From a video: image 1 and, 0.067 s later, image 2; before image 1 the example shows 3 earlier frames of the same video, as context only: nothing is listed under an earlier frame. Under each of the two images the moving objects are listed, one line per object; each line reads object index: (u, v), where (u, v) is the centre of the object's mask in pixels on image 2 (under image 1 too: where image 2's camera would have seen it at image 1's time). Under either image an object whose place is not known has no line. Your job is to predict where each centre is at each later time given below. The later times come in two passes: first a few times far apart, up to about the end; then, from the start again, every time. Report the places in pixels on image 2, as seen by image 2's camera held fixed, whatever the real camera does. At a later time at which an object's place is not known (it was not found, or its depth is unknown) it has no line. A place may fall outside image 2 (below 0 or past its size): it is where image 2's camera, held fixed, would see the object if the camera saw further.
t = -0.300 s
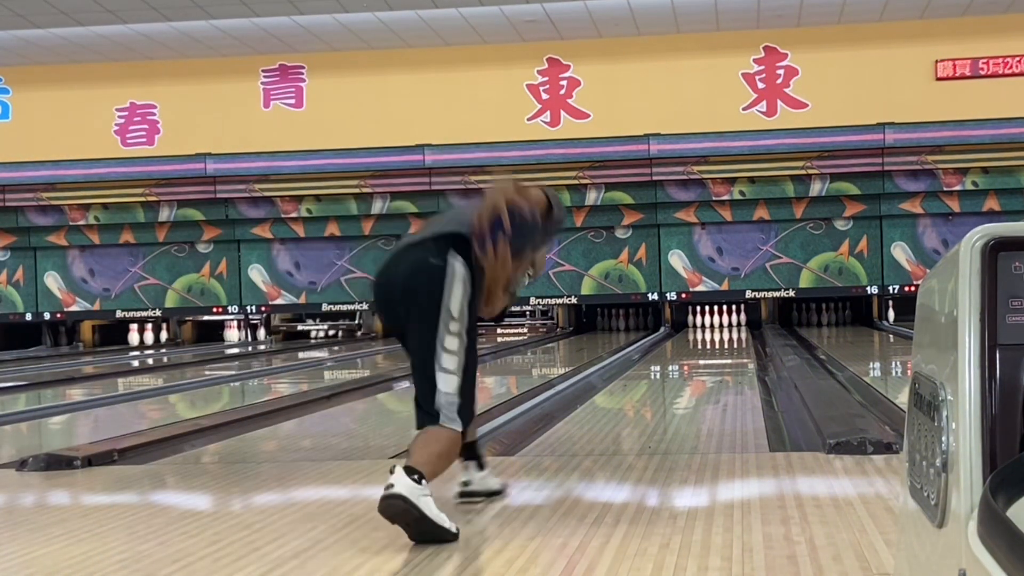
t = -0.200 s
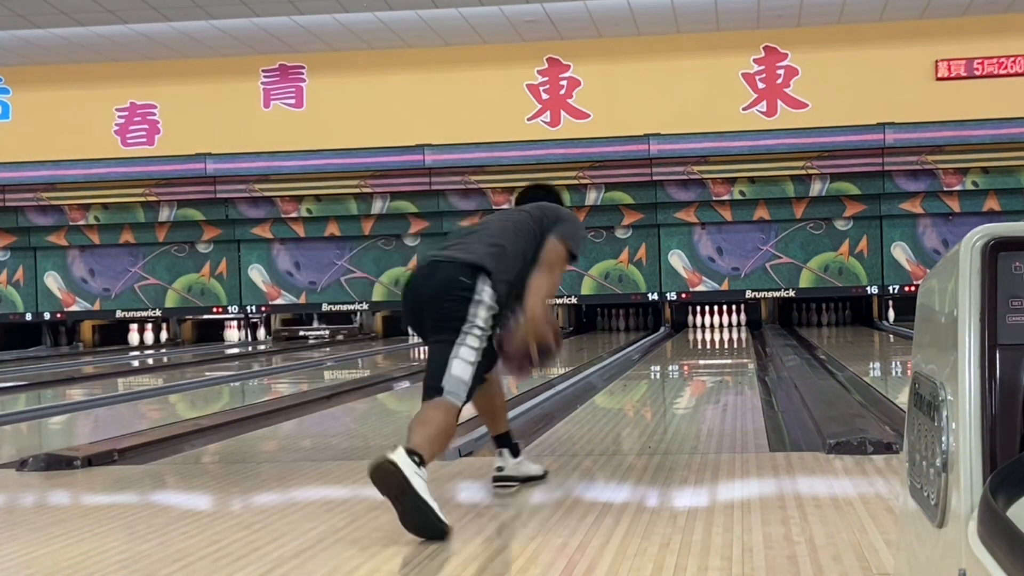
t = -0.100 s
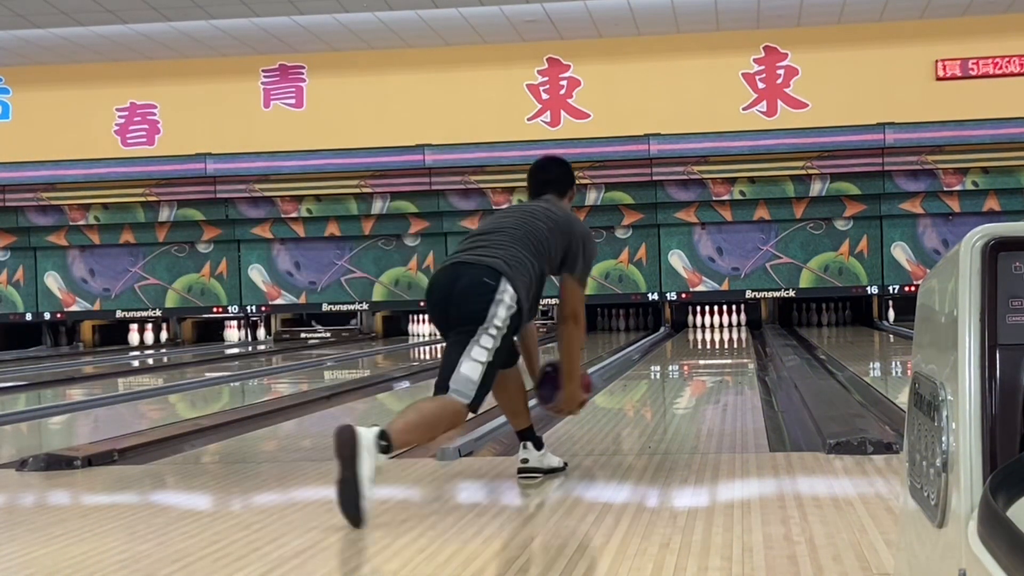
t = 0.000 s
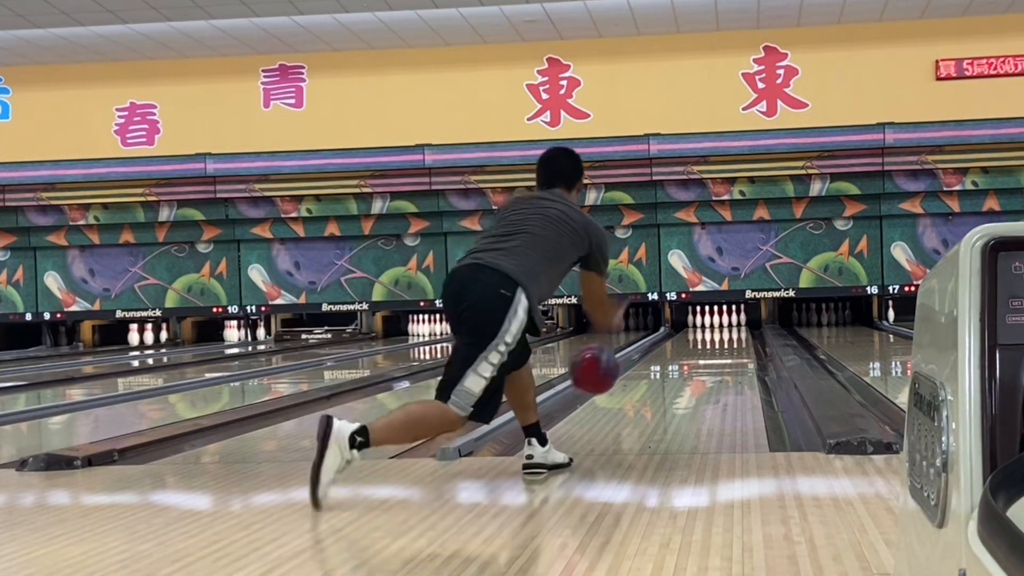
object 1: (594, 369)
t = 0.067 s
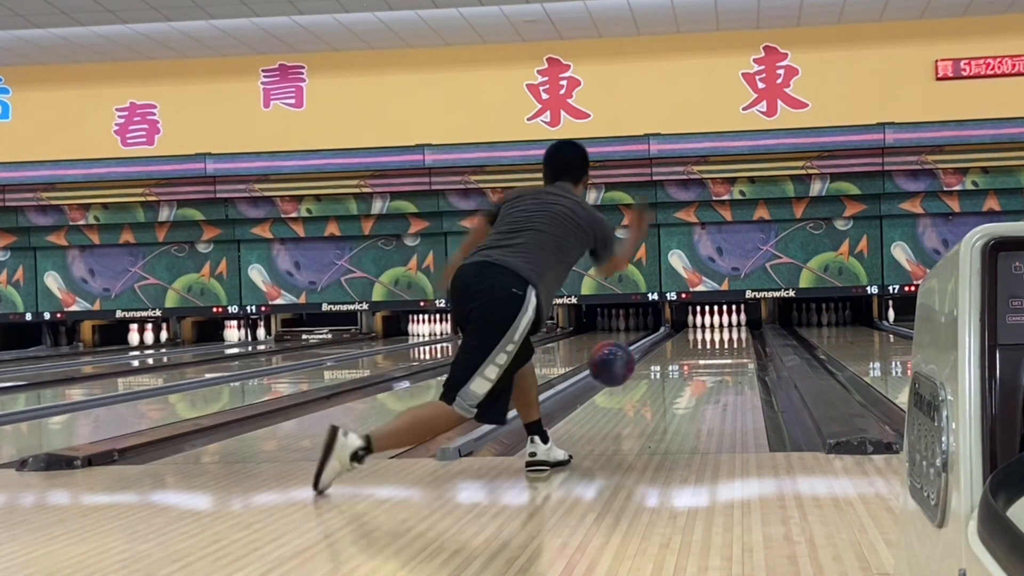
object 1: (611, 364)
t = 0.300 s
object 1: (657, 386)
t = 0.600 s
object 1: (691, 367)
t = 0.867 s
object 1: (708, 354)
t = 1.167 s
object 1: (721, 343)
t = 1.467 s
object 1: (728, 336)
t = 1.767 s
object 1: (731, 331)
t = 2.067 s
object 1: (729, 327)
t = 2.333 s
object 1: (724, 325)
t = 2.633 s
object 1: (720, 321)
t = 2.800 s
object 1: (719, 322)
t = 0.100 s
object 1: (619, 365)
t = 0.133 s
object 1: (627, 368)
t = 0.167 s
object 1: (634, 373)
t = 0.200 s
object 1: (640, 380)
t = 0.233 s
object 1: (646, 388)
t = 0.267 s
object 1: (652, 391)
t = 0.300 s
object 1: (657, 386)
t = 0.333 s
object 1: (662, 384)
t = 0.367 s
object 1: (667, 382)
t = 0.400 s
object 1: (671, 380)
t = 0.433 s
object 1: (674, 377)
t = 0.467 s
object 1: (678, 375)
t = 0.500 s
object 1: (682, 373)
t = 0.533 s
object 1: (685, 371)
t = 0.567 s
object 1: (688, 368)
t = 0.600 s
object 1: (691, 367)
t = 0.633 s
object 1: (693, 365)
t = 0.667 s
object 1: (696, 363)
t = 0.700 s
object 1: (698, 361)
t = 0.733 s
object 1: (700, 360)
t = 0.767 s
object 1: (702, 358)
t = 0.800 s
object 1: (704, 357)
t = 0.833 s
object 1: (706, 355)
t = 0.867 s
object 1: (708, 354)
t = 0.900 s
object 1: (710, 352)
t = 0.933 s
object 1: (711, 351)
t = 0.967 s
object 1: (713, 349)
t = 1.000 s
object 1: (714, 349)
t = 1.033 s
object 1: (716, 348)
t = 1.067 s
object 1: (717, 347)
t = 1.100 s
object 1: (718, 345)
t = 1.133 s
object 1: (719, 345)
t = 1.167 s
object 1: (721, 343)
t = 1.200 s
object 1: (722, 343)
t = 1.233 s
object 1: (722, 342)
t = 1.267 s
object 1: (723, 341)
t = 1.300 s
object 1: (724, 340)
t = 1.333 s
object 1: (725, 340)
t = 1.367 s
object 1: (726, 338)
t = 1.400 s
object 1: (726, 338)
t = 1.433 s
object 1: (727, 337)
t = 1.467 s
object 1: (728, 336)
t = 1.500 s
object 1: (729, 336)
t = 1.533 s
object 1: (729, 335)
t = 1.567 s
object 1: (729, 334)
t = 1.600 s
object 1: (730, 334)
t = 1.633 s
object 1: (730, 333)
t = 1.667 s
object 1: (730, 333)
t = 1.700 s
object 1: (730, 332)
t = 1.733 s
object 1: (731, 331)
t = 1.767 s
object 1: (731, 331)
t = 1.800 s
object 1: (731, 330)
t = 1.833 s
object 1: (731, 330)
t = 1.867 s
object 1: (731, 329)
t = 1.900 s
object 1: (731, 329)
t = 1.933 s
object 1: (731, 328)
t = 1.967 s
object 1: (730, 328)
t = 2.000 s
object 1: (730, 328)
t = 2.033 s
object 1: (730, 327)
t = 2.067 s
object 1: (729, 327)
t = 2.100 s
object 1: (729, 326)
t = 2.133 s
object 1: (728, 326)
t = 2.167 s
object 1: (727, 326)
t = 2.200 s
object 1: (727, 325)
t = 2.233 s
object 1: (727, 325)
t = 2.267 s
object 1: (726, 325)
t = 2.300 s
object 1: (725, 325)
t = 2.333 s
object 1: (724, 325)
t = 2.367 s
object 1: (724, 324)
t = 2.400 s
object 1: (723, 323)
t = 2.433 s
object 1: (723, 323)
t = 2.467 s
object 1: (722, 323)
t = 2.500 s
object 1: (721, 323)
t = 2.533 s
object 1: (720, 322)
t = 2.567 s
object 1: (719, 322)
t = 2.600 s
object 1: (720, 322)
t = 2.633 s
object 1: (720, 321)
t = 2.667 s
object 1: (720, 321)
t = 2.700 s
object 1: (719, 321)
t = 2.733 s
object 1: (719, 321)
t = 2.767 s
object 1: (719, 321)
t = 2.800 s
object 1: (719, 322)
